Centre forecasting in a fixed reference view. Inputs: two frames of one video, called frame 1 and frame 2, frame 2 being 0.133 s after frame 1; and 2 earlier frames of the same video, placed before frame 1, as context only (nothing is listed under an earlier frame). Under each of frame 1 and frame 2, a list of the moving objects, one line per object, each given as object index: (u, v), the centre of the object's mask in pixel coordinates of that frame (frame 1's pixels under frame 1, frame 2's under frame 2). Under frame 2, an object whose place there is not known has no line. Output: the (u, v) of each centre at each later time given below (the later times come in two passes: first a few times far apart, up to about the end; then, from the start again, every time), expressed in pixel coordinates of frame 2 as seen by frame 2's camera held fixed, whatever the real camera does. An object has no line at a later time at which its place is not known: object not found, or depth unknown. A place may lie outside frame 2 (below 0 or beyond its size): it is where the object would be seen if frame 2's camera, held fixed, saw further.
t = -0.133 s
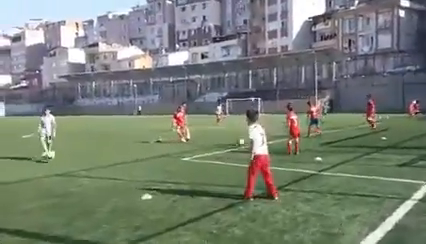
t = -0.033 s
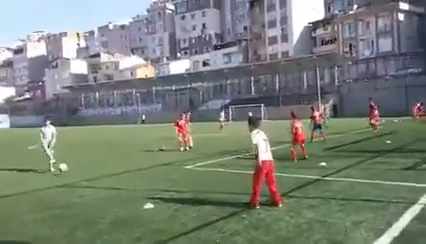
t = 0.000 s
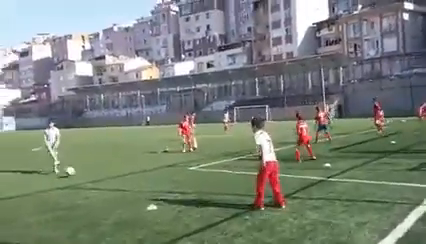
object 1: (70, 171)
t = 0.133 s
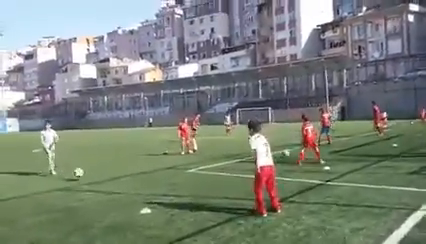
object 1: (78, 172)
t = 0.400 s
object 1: (101, 176)
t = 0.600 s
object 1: (120, 182)
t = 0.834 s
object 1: (147, 187)
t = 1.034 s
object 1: (173, 191)
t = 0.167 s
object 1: (81, 173)
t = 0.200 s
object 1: (83, 173)
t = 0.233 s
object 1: (86, 174)
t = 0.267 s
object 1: (88, 176)
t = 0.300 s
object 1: (92, 178)
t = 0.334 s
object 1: (95, 178)
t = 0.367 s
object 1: (98, 177)
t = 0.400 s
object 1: (101, 176)
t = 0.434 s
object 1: (103, 176)
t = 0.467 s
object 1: (107, 176)
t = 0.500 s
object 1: (110, 177)
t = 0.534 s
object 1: (113, 179)
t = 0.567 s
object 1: (117, 181)
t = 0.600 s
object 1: (120, 182)
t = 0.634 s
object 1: (124, 182)
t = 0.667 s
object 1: (127, 182)
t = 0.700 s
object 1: (130, 183)
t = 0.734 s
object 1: (135, 185)
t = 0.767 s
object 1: (139, 186)
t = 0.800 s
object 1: (143, 186)
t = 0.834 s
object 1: (147, 187)
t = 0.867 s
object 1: (151, 189)
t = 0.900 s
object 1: (154, 189)
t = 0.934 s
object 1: (159, 189)
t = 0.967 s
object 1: (163, 191)
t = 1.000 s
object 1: (168, 192)
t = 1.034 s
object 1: (173, 191)
